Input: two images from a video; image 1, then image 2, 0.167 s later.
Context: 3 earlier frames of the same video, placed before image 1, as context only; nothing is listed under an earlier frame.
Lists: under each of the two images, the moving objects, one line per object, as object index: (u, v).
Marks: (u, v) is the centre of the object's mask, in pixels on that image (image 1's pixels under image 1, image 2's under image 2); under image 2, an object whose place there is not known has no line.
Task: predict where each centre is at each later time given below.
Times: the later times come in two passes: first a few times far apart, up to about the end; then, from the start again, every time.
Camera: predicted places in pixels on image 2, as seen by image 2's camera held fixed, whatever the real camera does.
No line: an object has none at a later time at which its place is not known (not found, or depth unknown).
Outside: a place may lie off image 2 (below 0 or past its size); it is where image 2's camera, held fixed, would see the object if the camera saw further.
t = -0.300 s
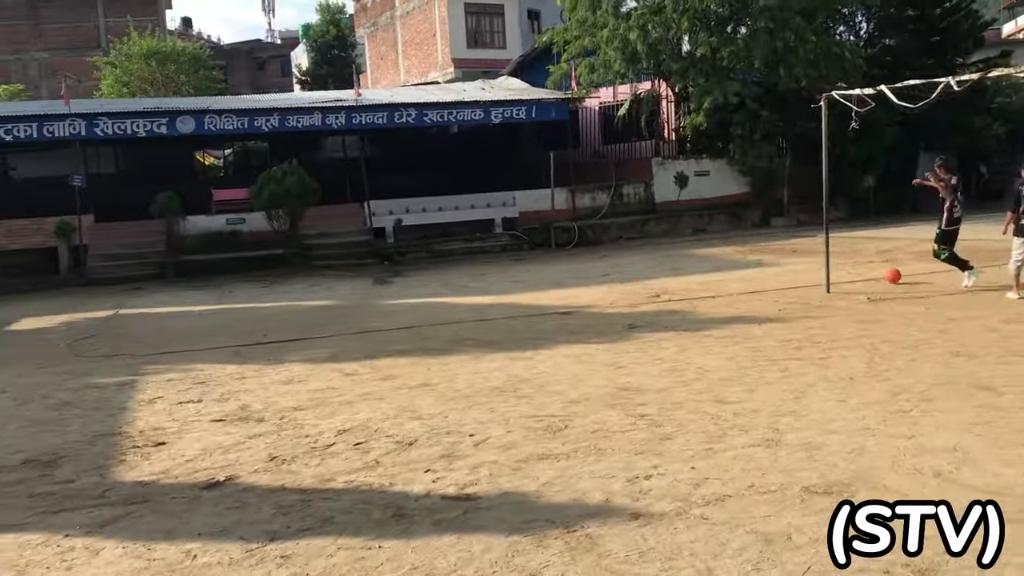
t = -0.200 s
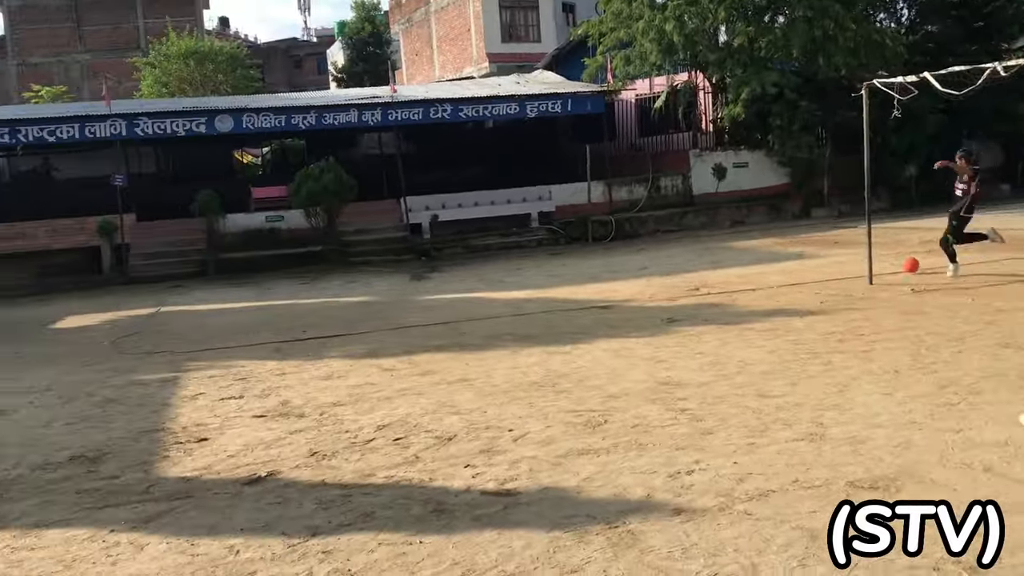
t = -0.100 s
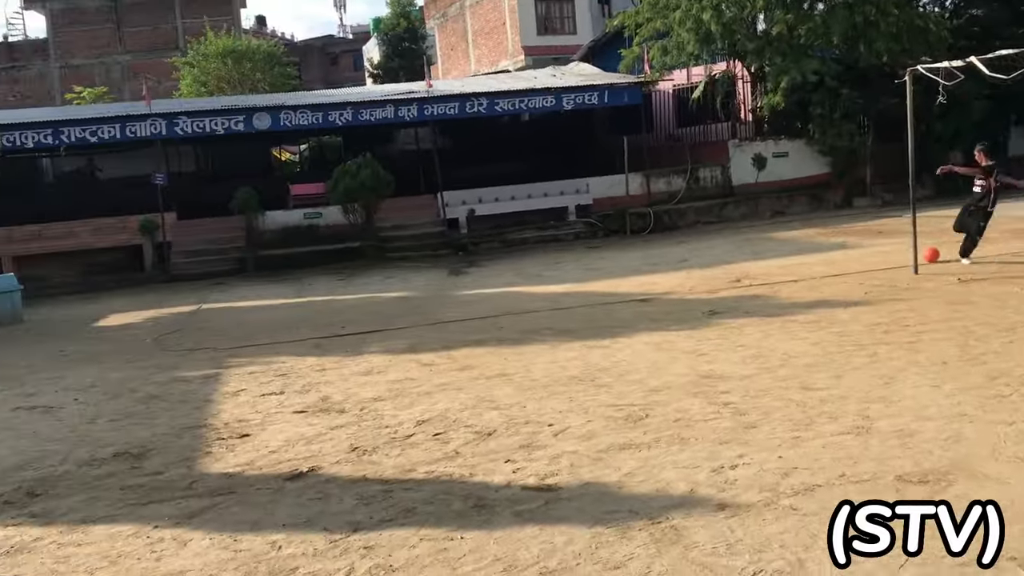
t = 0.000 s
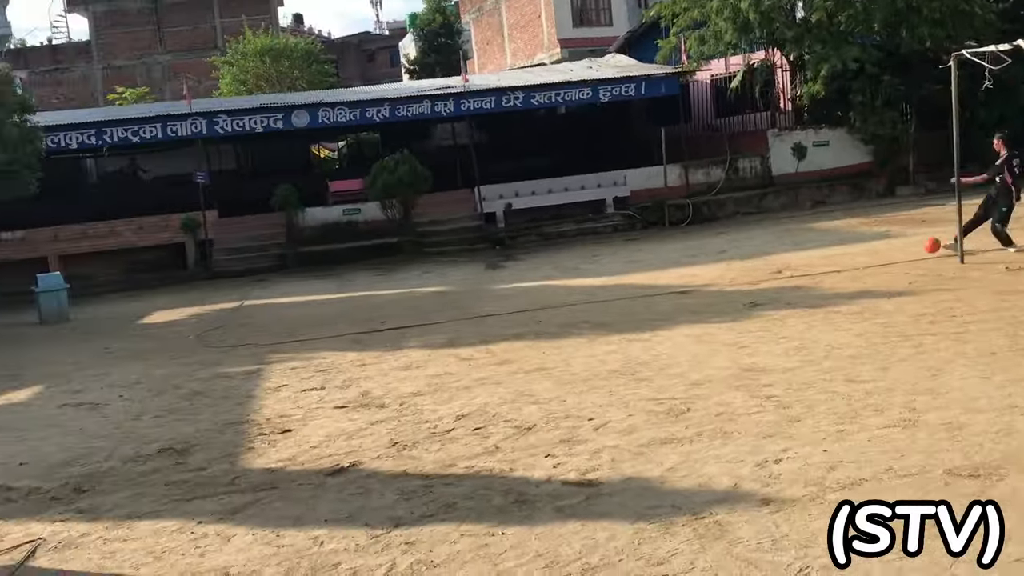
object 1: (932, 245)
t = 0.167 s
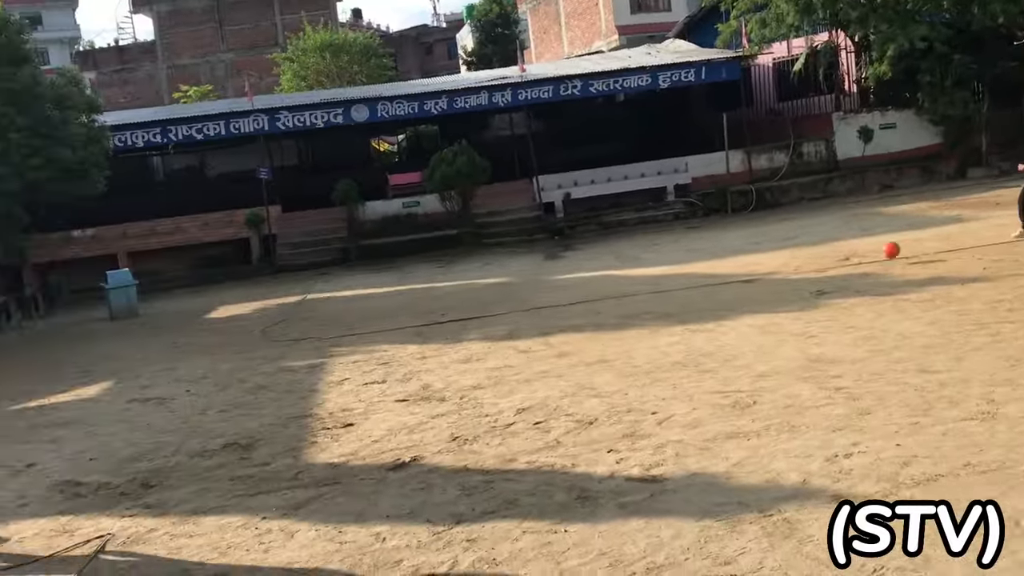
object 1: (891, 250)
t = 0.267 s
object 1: (816, 273)
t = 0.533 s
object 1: (633, 295)
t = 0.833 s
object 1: (433, 338)
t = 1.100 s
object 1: (281, 364)
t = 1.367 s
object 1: (126, 397)
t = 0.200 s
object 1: (866, 257)
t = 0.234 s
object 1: (841, 264)
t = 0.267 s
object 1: (816, 273)
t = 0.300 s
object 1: (793, 275)
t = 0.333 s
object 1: (770, 274)
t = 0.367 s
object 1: (748, 275)
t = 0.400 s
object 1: (726, 277)
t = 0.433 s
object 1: (703, 279)
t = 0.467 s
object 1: (680, 284)
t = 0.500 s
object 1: (657, 289)
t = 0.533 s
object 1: (633, 295)
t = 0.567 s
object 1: (610, 302)
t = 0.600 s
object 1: (586, 311)
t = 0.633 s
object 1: (562, 318)
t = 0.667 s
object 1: (541, 319)
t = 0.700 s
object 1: (519, 320)
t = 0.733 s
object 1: (498, 323)
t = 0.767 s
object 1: (477, 327)
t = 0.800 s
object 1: (455, 332)
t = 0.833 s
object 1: (433, 338)
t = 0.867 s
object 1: (411, 346)
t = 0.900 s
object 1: (391, 349)
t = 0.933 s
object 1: (374, 349)
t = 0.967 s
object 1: (355, 350)
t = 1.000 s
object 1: (336, 351)
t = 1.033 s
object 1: (318, 355)
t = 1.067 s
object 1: (300, 358)
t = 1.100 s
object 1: (281, 364)
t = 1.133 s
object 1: (262, 371)
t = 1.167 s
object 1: (243, 377)
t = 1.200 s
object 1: (224, 377)
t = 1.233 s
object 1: (204, 379)
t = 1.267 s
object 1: (184, 382)
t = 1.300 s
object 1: (164, 386)
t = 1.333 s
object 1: (145, 391)
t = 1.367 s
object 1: (126, 397)
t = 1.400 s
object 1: (105, 400)
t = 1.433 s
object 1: (85, 401)
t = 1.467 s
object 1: (65, 403)
